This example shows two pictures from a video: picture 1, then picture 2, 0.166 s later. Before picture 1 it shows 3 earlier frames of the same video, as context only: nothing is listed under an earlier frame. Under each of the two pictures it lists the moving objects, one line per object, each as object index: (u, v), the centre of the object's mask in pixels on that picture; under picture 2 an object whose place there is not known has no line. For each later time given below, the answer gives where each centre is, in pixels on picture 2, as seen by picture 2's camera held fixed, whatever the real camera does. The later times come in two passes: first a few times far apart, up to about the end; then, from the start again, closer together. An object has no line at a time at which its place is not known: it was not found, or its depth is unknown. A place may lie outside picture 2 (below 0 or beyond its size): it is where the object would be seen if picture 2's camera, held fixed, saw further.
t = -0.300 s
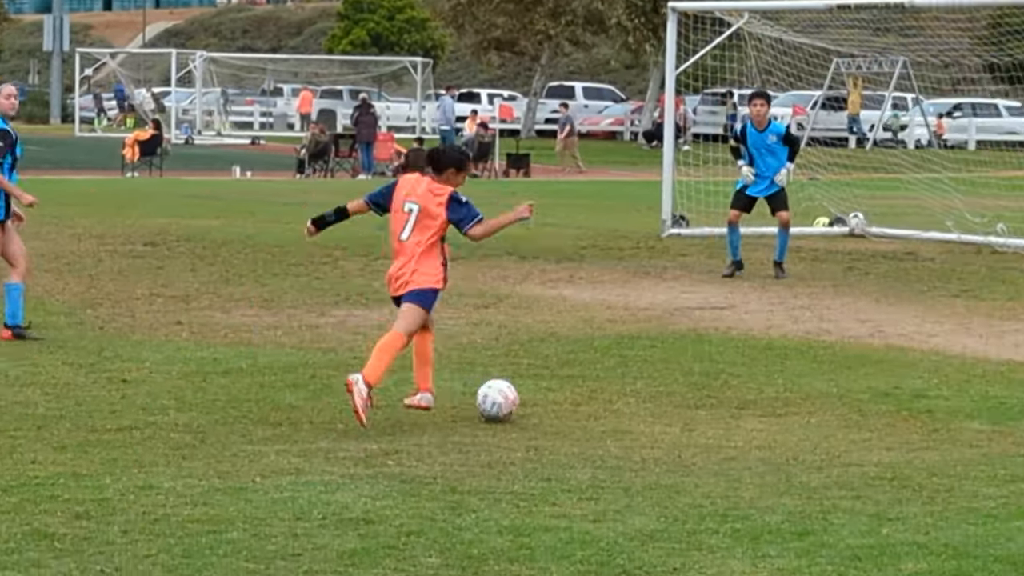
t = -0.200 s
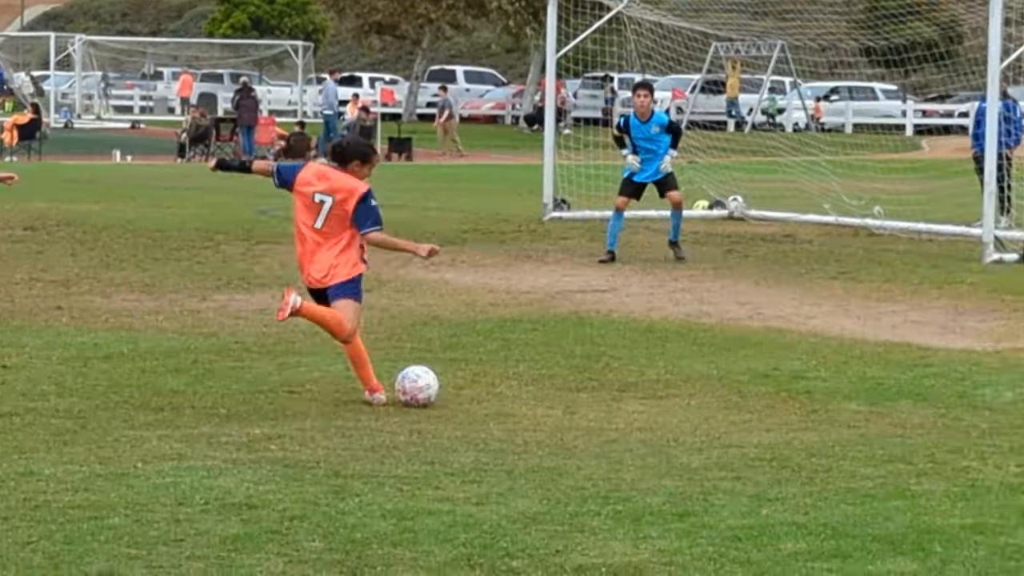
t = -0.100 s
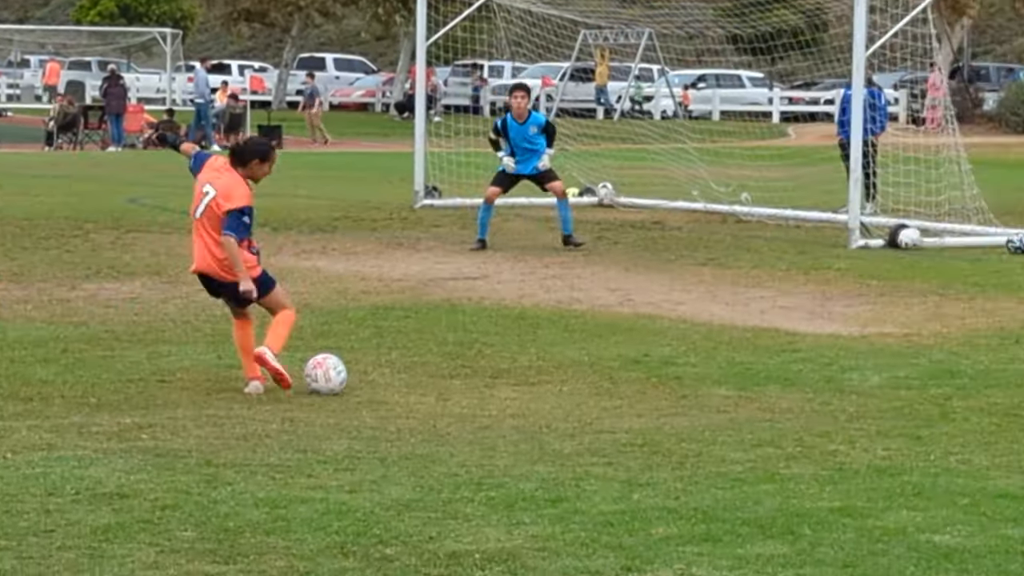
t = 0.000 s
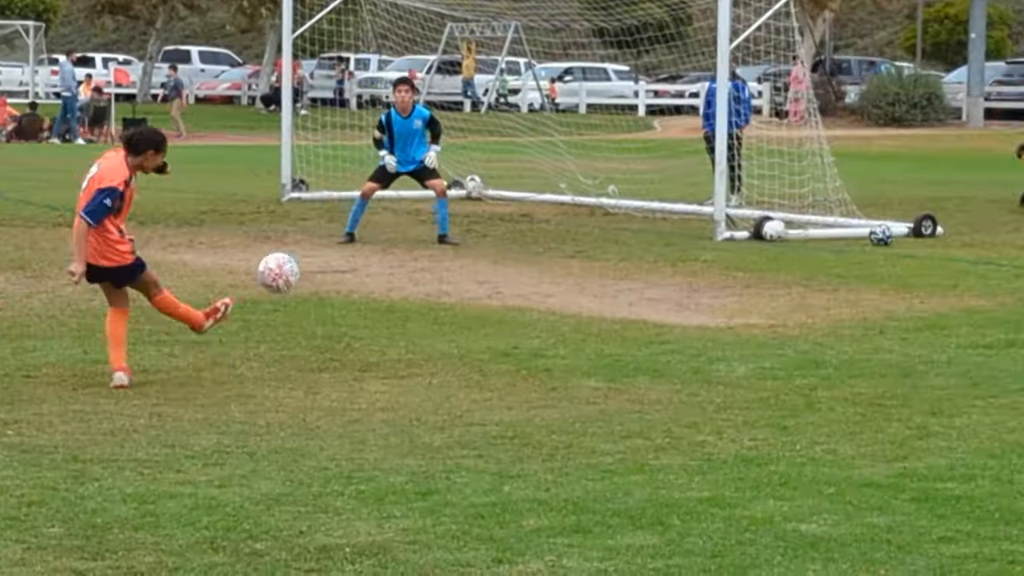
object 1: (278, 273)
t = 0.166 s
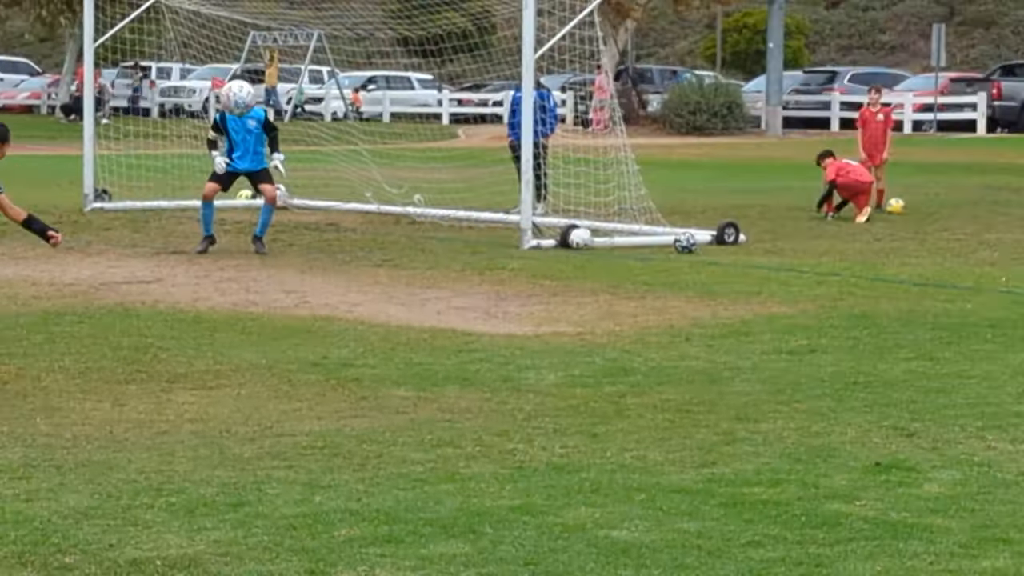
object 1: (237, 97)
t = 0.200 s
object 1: (265, 69)
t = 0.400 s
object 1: (413, -42)
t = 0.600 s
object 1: (531, -84)
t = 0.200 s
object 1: (265, 69)
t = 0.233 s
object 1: (292, 45)
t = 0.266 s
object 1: (318, 23)
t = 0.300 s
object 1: (343, 4)
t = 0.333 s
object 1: (368, -13)
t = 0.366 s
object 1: (391, -29)
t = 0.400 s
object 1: (413, -42)
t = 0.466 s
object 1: (456, -64)
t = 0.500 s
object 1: (476, -70)
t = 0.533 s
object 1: (497, -77)
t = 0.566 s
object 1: (516, -80)
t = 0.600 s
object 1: (531, -84)
